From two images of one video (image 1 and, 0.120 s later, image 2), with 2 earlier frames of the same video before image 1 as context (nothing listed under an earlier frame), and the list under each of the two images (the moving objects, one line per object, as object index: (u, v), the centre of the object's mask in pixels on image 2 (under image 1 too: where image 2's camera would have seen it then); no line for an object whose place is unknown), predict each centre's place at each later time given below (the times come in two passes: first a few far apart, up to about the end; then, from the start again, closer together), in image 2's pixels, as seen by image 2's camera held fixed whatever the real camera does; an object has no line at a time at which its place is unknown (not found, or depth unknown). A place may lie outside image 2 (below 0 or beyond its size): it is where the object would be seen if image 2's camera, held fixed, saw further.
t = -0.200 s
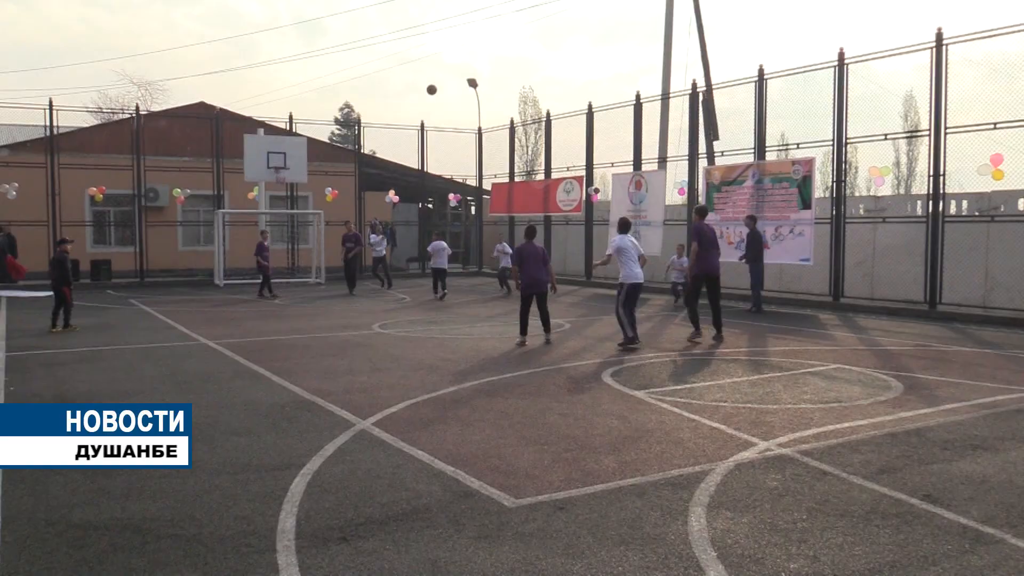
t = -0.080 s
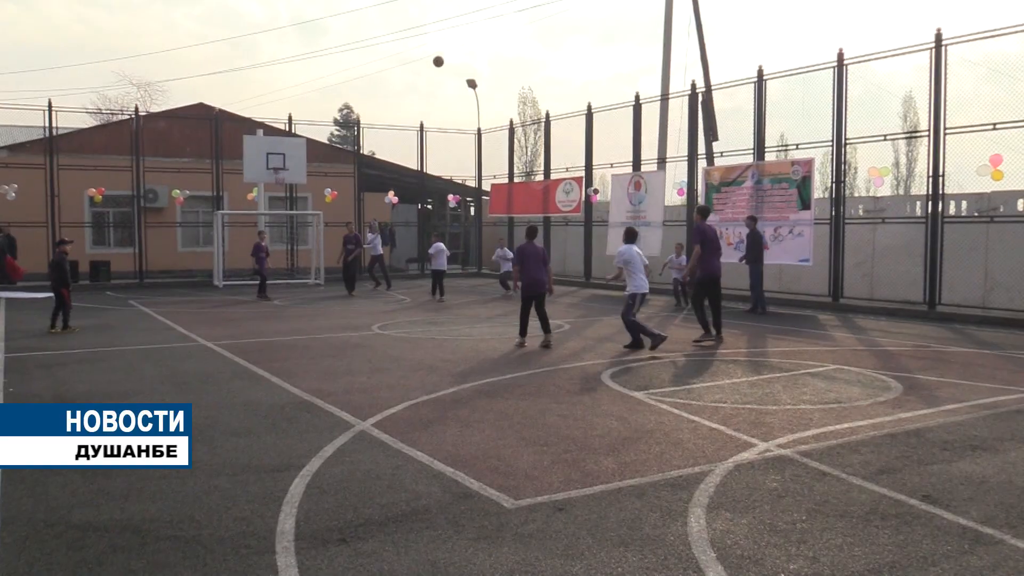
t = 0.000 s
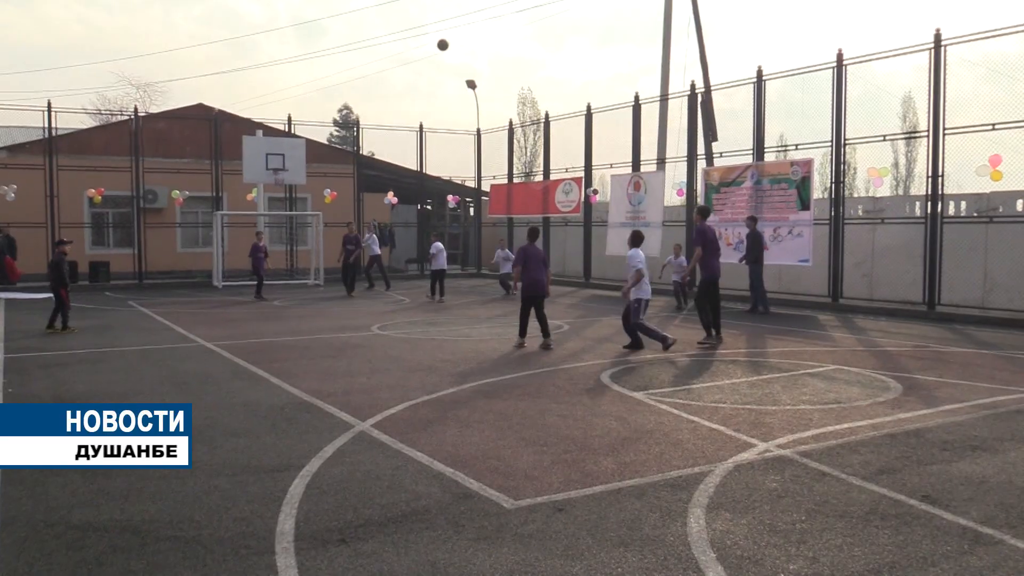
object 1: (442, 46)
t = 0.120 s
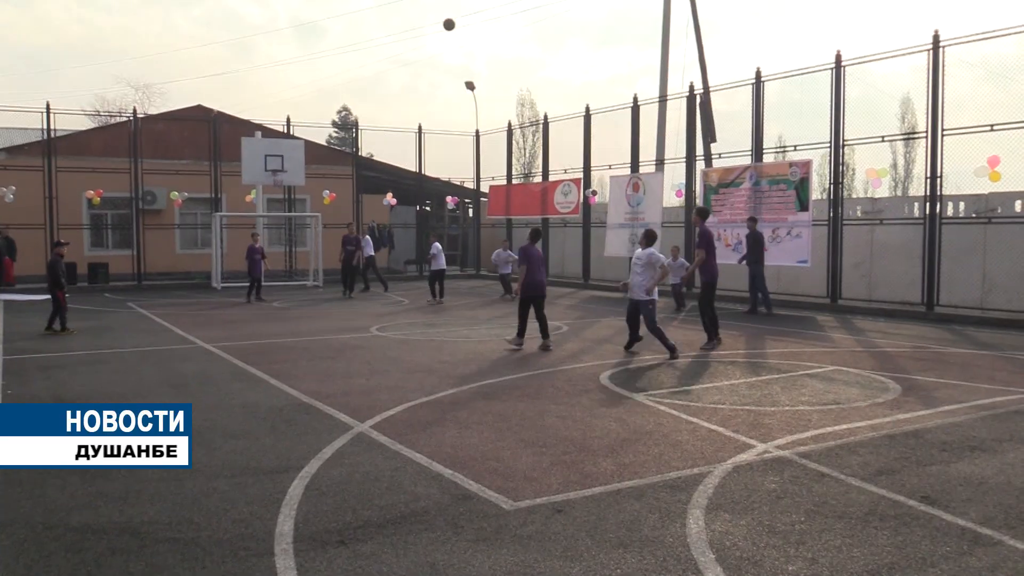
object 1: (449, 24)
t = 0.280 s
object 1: (459, 4)
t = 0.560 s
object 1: (480, 5)
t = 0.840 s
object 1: (508, 76)
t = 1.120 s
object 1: (550, 282)
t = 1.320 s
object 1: (582, 404)
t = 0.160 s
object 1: (451, 18)
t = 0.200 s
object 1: (454, 13)
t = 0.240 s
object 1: (457, 8)
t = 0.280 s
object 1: (459, 4)
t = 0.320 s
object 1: (462, 2)
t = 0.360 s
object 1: (465, 1)
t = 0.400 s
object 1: (468, 0)
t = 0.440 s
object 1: (471, -1)
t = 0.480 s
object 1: (474, 0)
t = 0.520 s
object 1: (477, 1)
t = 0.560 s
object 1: (480, 5)
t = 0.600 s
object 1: (484, 10)
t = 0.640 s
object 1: (487, 16)
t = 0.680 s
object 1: (491, 24)
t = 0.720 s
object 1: (495, 34)
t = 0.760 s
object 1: (499, 46)
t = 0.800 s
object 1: (504, 60)
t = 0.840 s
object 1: (508, 76)
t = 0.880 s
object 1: (513, 96)
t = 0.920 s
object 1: (518, 118)
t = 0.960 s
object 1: (523, 143)
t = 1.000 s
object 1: (529, 171)
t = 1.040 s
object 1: (535, 203)
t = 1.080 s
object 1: (543, 241)
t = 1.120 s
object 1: (550, 282)
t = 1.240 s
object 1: (577, 444)
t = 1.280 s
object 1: (580, 439)
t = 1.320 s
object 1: (582, 404)
